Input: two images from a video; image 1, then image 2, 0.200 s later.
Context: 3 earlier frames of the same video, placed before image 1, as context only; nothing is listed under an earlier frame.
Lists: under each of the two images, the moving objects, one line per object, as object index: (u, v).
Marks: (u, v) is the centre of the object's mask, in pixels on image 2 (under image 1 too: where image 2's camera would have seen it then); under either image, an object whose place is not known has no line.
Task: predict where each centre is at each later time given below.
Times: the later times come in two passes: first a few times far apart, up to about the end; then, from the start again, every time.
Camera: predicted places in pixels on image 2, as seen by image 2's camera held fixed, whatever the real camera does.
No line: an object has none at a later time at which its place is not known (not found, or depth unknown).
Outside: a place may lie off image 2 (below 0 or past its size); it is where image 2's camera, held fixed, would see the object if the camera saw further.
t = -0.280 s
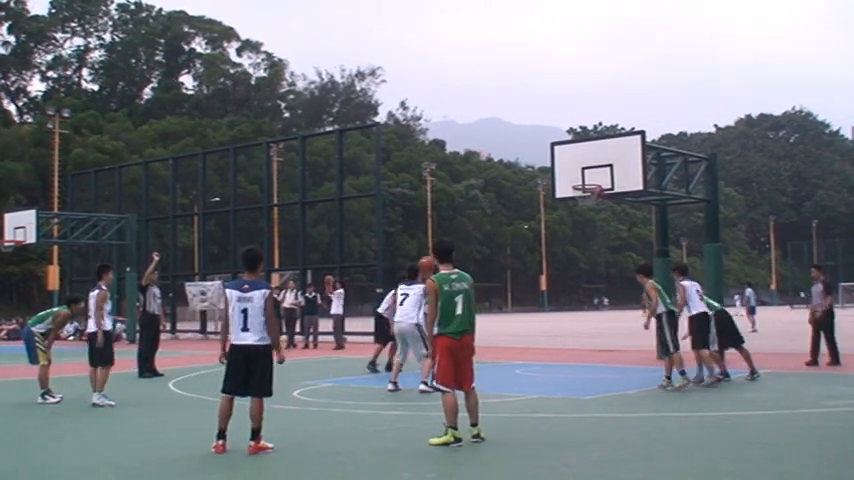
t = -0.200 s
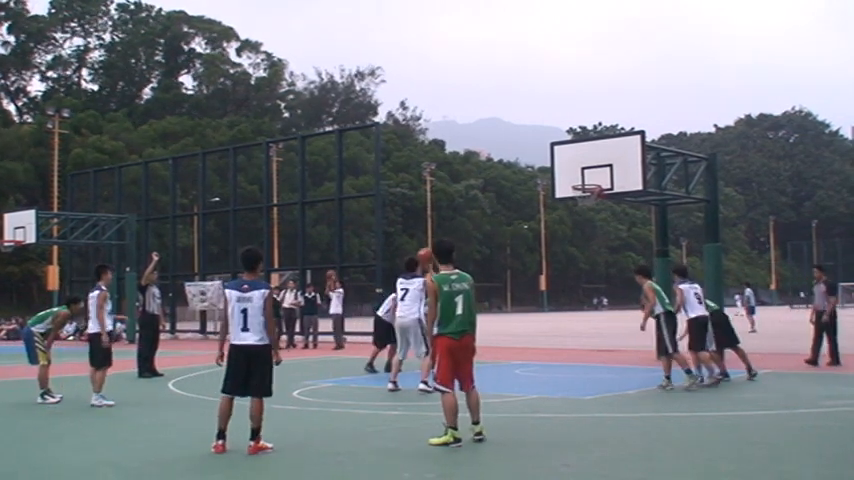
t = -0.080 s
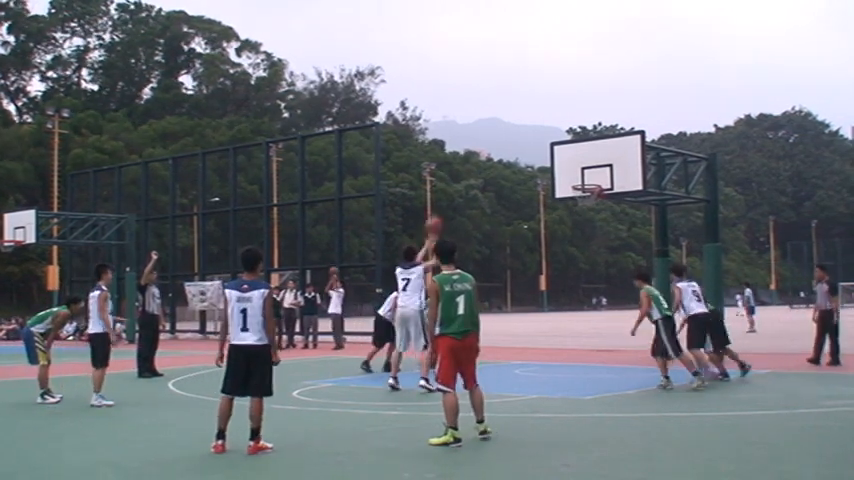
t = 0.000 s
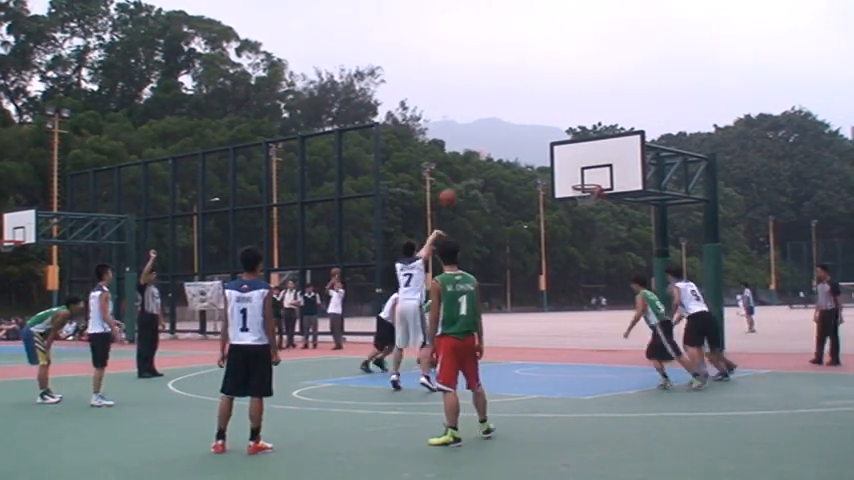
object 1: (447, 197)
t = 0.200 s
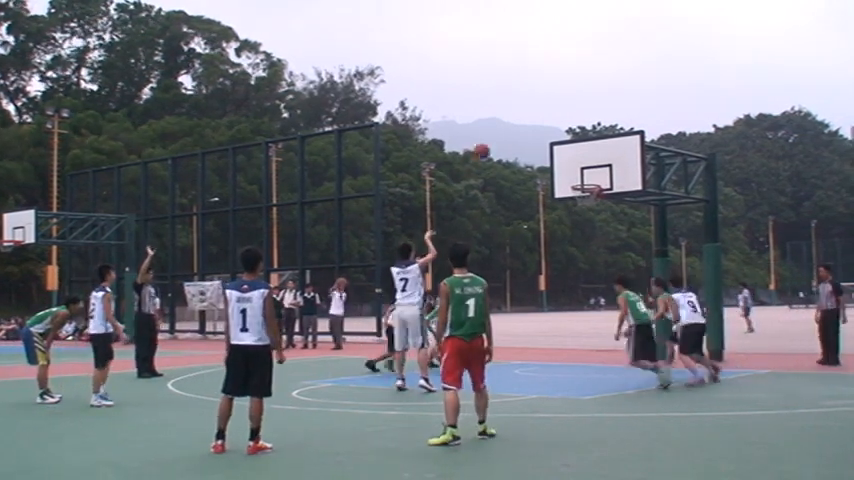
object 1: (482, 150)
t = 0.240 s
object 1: (488, 145)
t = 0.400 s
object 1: (512, 132)
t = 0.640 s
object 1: (546, 141)
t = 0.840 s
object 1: (574, 174)
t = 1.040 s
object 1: (606, 175)
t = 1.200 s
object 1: (624, 175)
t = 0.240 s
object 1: (488, 145)
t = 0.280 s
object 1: (493, 140)
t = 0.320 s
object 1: (500, 136)
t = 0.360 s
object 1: (506, 133)
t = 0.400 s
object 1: (512, 132)
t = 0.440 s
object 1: (518, 131)
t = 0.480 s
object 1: (524, 131)
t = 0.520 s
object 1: (530, 132)
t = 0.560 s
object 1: (536, 135)
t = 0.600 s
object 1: (541, 138)
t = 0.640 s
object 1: (546, 141)
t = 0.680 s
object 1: (552, 146)
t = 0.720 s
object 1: (558, 152)
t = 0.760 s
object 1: (563, 158)
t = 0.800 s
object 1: (568, 166)
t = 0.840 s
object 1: (574, 174)
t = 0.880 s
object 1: (578, 183)
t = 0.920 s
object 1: (585, 179)
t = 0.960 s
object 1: (592, 177)
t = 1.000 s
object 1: (599, 175)
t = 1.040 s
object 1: (606, 175)
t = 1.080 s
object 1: (613, 174)
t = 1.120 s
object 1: (617, 173)
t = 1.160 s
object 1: (620, 174)
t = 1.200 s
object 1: (624, 175)
